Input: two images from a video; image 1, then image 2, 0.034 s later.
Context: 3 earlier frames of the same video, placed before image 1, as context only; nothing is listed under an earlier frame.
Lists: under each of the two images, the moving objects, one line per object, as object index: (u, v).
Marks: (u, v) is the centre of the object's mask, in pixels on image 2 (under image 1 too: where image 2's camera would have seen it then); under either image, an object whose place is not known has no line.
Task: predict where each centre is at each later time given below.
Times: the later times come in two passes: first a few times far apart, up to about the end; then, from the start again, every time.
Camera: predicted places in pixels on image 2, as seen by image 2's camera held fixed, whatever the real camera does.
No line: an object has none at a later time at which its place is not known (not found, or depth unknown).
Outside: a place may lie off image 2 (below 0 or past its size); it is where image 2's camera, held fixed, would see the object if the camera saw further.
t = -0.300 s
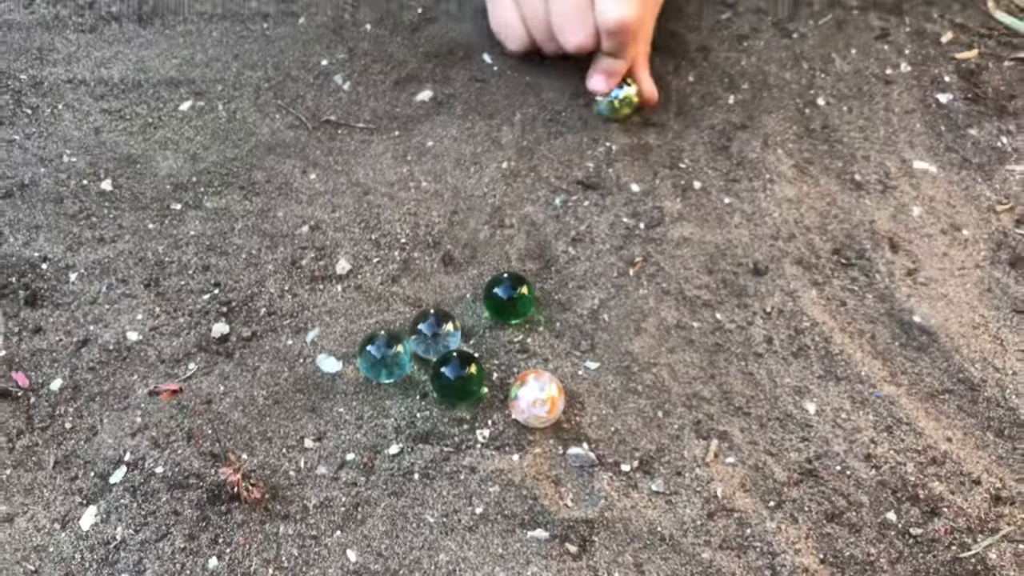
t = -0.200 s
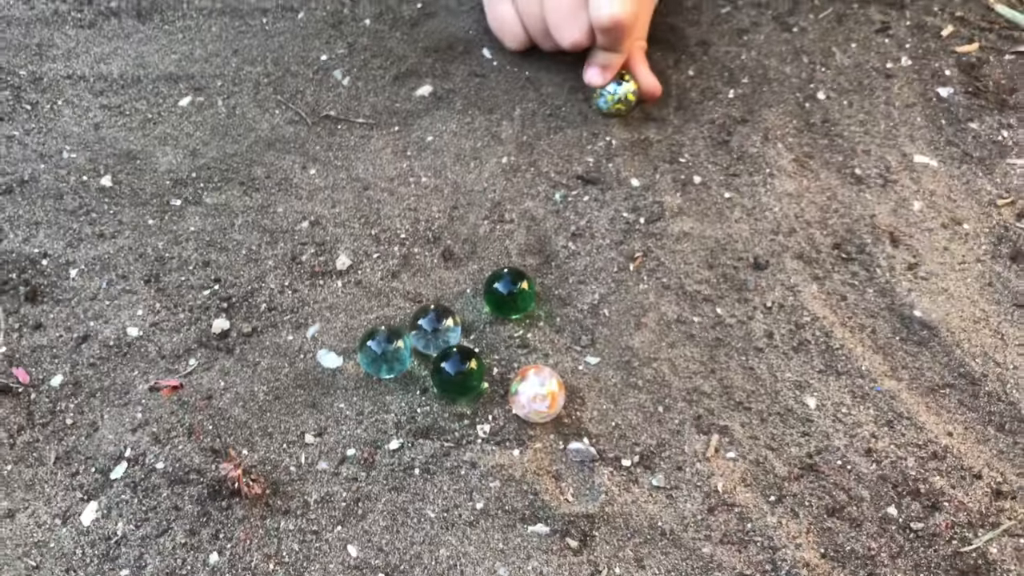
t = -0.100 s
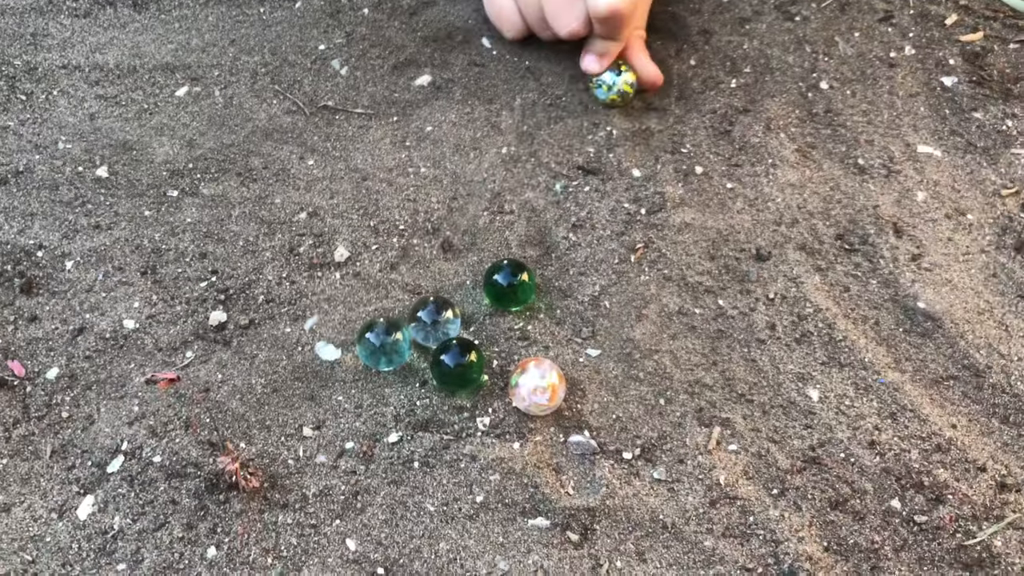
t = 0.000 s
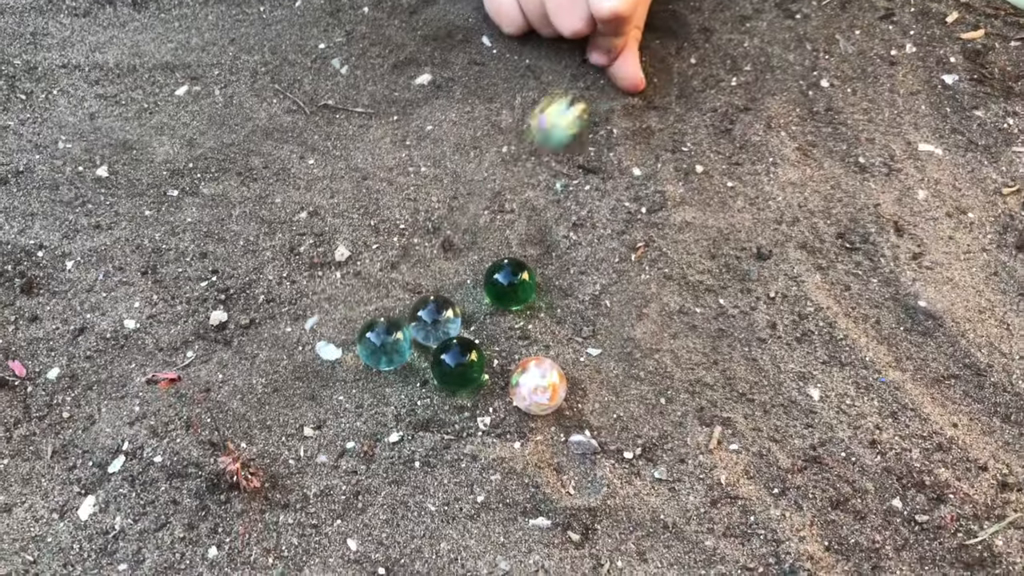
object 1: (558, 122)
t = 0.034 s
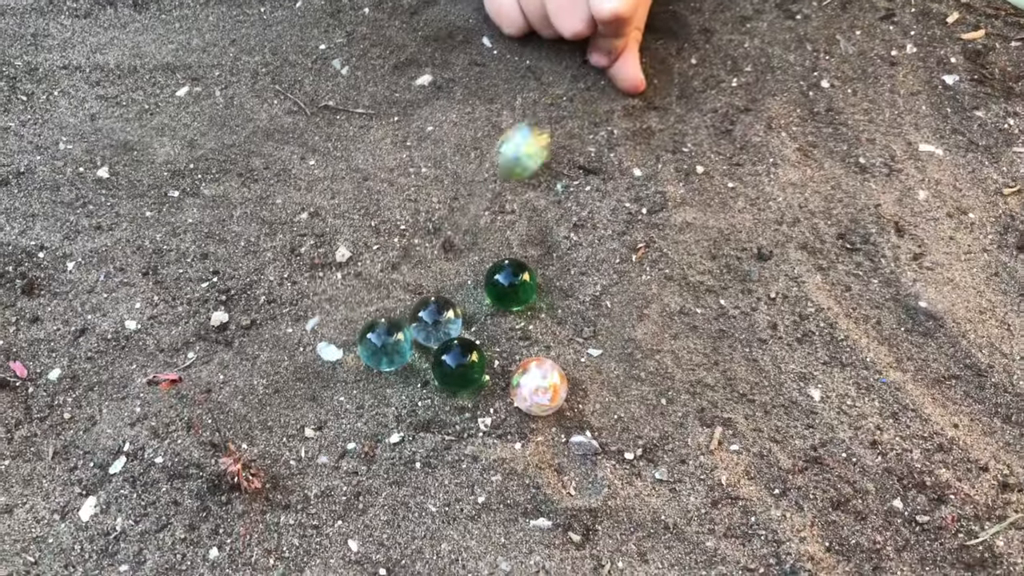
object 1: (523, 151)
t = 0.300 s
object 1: (324, 330)
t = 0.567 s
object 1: (256, 421)
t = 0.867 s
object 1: (247, 417)
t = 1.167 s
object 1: (247, 417)
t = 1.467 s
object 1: (247, 417)
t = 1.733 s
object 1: (247, 418)
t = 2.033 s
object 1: (247, 418)
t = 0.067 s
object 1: (495, 174)
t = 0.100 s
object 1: (468, 200)
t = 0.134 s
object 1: (439, 223)
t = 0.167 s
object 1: (410, 245)
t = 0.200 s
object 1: (384, 265)
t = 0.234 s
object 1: (362, 288)
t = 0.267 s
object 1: (342, 312)
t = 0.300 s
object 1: (324, 330)
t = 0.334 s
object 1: (307, 355)
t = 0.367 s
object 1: (289, 380)
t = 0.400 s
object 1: (272, 407)
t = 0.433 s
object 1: (254, 437)
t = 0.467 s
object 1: (242, 446)
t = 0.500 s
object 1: (242, 439)
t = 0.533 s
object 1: (249, 430)
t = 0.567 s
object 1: (256, 421)
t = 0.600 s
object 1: (258, 416)
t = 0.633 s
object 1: (256, 414)
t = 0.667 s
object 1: (251, 415)
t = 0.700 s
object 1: (247, 416)
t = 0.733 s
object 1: (246, 417)
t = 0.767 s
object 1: (246, 418)
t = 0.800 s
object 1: (247, 417)
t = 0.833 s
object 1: (247, 417)
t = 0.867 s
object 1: (247, 417)
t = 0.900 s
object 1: (247, 417)
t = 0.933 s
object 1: (247, 417)
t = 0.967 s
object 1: (247, 417)
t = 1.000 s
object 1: (247, 417)
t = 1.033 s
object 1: (247, 417)
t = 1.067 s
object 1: (247, 417)
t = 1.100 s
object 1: (247, 417)
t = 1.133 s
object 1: (247, 417)
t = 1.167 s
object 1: (247, 417)
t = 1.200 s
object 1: (247, 417)
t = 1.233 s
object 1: (247, 417)
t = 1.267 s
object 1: (247, 417)
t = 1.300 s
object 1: (247, 417)
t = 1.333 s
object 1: (247, 417)
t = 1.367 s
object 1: (247, 417)
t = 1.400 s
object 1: (247, 417)
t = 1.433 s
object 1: (247, 417)
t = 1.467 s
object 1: (247, 417)
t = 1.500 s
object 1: (247, 417)
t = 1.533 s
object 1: (247, 417)
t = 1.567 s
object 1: (247, 417)
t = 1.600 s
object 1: (247, 417)
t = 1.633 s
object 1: (247, 417)
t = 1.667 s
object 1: (247, 417)
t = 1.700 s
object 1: (247, 417)
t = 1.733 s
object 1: (247, 418)
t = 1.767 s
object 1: (247, 418)
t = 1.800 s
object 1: (247, 418)
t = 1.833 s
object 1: (247, 418)
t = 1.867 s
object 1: (247, 418)
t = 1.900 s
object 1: (247, 418)
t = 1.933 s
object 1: (247, 418)
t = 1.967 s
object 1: (247, 418)
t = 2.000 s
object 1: (247, 418)
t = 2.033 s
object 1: (247, 418)
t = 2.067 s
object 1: (247, 418)
